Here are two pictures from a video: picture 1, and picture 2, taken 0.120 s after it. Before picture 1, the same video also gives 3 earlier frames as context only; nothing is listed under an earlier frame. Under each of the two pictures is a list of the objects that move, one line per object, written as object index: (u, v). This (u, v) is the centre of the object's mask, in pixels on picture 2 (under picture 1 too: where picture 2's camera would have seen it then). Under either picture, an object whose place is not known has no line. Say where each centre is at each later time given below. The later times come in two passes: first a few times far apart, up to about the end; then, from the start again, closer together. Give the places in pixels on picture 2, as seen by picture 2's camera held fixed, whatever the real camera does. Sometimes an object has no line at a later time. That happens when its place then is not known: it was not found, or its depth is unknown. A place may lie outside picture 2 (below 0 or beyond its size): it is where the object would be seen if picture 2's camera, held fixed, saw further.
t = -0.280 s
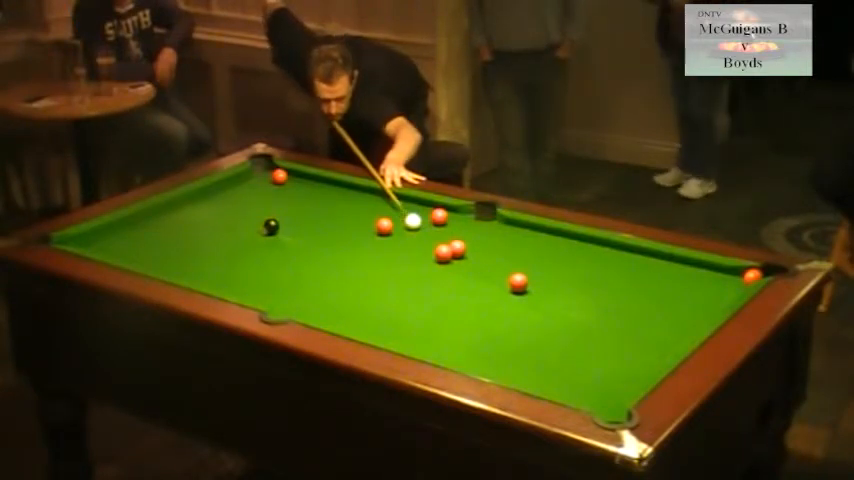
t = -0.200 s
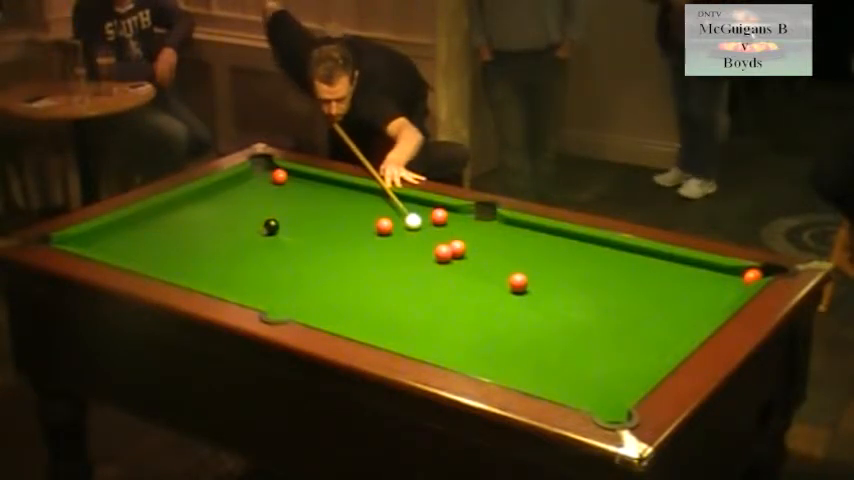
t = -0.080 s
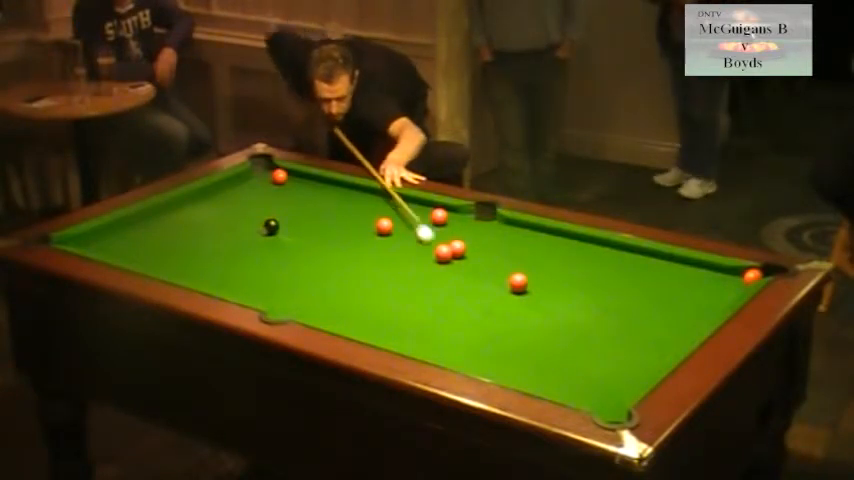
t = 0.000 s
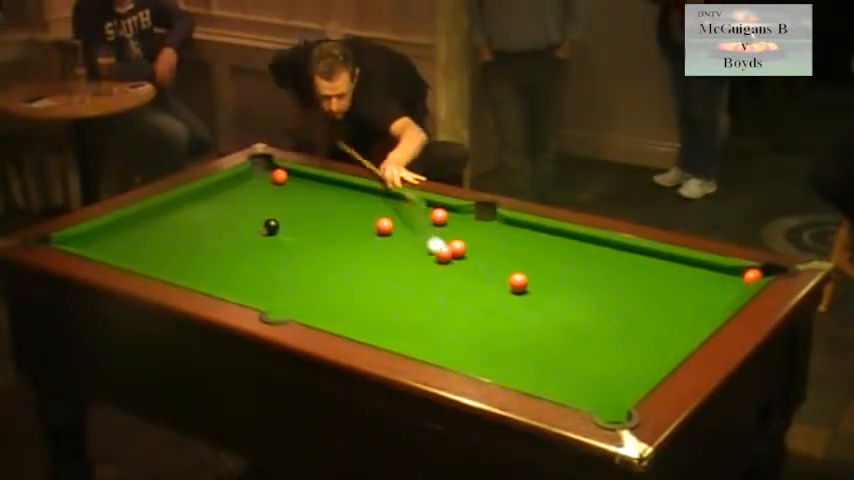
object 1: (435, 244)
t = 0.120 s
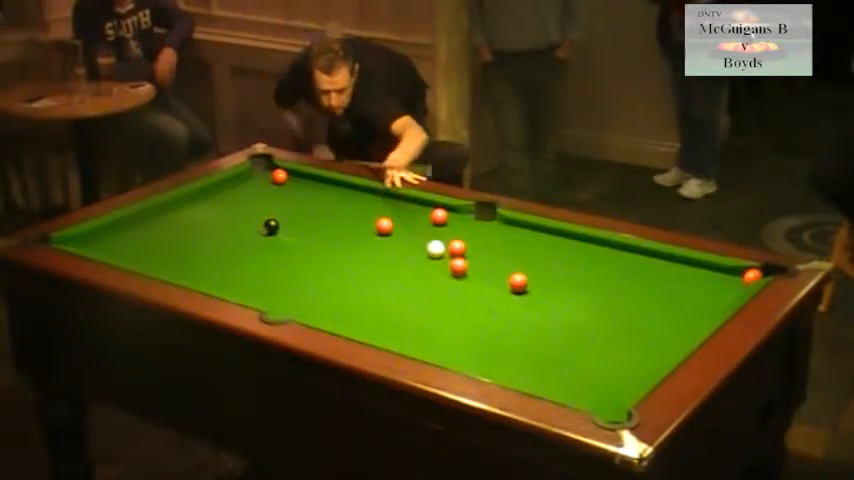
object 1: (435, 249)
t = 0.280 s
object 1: (437, 253)
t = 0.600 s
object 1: (439, 263)
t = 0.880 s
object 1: (441, 269)
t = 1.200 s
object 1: (442, 275)
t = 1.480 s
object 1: (443, 279)
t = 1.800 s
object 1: (444, 283)
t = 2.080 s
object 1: (444, 285)
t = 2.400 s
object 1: (445, 285)
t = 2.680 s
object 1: (445, 285)
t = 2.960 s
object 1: (445, 285)
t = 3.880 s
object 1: (445, 284)
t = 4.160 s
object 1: (445, 285)
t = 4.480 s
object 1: (445, 285)
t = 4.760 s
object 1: (445, 284)
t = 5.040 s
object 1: (445, 285)
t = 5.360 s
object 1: (445, 285)
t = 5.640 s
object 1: (444, 284)
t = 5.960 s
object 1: (444, 284)
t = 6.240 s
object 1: (444, 284)
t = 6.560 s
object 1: (444, 285)
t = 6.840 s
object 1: (444, 284)
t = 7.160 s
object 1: (444, 285)
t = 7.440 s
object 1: (444, 284)
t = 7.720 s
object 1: (444, 284)
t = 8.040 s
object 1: (444, 285)
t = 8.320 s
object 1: (444, 284)
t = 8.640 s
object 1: (444, 285)
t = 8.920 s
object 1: (444, 284)
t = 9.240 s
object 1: (444, 285)
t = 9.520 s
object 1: (444, 285)
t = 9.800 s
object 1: (444, 285)
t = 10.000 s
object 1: (444, 285)
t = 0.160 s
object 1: (436, 250)
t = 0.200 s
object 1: (436, 251)
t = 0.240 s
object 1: (436, 252)
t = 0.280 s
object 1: (437, 253)
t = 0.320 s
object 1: (437, 255)
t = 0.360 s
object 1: (437, 256)
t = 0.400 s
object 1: (438, 257)
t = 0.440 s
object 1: (438, 258)
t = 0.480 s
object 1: (438, 259)
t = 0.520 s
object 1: (439, 261)
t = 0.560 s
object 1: (439, 262)
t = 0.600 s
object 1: (439, 263)
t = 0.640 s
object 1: (440, 264)
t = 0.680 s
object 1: (440, 264)
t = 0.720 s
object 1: (440, 266)
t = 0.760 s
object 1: (440, 267)
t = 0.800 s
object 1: (440, 268)
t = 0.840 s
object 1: (440, 268)
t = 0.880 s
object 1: (441, 269)
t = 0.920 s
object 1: (441, 270)
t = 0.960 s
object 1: (441, 271)
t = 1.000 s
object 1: (441, 272)
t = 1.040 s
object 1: (442, 272)
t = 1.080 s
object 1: (442, 273)
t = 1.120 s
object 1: (442, 274)
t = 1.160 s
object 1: (442, 275)
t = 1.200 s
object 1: (442, 275)
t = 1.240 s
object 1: (443, 276)
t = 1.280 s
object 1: (443, 276)
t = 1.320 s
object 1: (443, 277)
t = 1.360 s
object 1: (443, 277)
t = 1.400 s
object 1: (443, 278)
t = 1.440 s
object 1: (443, 279)
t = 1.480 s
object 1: (443, 279)
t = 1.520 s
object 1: (443, 279)
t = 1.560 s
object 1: (443, 280)
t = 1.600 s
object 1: (443, 280)
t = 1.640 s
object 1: (444, 281)
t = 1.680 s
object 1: (444, 282)
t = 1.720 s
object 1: (444, 282)
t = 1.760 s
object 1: (444, 282)
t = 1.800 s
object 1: (444, 283)
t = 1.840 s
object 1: (444, 283)
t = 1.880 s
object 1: (444, 283)
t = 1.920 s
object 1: (444, 284)
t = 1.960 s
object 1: (444, 284)
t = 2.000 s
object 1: (444, 284)
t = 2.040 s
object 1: (444, 284)
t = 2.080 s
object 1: (444, 285)
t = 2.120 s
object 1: (444, 285)
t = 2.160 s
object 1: (444, 285)
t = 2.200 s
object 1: (444, 285)
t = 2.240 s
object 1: (444, 285)
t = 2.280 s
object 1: (444, 285)
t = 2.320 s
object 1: (444, 285)
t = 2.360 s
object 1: (444, 285)
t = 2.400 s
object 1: (445, 285)
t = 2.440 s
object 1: (445, 285)
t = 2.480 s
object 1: (445, 285)
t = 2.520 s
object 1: (445, 285)
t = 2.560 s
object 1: (445, 285)
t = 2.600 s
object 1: (445, 285)
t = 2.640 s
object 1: (445, 285)
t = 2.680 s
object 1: (445, 285)
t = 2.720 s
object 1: (445, 285)
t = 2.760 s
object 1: (445, 285)
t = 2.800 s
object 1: (445, 285)
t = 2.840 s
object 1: (445, 285)
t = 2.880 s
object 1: (445, 285)
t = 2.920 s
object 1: (445, 285)
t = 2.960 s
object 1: (445, 285)
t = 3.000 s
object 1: (445, 285)
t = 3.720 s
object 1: (445, 284)
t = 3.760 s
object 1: (445, 284)
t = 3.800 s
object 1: (445, 284)
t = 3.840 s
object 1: (445, 285)
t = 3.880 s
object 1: (445, 284)
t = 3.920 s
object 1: (445, 285)
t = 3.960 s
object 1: (445, 284)
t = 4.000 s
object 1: (445, 285)
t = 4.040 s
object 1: (445, 285)
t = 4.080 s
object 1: (445, 285)
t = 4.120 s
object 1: (445, 285)
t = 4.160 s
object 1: (445, 285)
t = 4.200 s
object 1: (445, 285)
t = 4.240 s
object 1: (445, 285)
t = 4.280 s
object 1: (445, 285)
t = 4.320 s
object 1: (445, 285)
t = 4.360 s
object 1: (445, 285)
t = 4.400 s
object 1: (445, 285)
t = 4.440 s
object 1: (445, 285)
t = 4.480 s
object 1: (445, 285)
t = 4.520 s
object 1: (445, 285)
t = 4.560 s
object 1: (445, 285)
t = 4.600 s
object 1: (445, 285)
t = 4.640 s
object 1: (445, 285)
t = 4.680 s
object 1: (445, 285)
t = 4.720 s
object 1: (445, 285)
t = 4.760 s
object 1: (445, 284)
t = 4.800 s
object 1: (445, 285)
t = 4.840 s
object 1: (445, 285)
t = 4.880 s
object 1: (445, 285)
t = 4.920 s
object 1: (445, 285)
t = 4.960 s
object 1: (445, 285)
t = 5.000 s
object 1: (445, 284)
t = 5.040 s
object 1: (445, 285)
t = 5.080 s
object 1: (445, 285)
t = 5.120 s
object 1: (445, 285)
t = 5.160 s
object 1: (445, 285)
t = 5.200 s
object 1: (445, 285)
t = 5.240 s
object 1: (445, 284)
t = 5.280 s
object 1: (445, 285)
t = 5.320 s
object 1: (445, 285)
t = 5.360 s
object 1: (445, 285)
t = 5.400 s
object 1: (445, 284)
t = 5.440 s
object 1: (445, 284)
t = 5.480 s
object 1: (445, 285)
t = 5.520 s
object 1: (445, 285)
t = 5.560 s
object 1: (445, 285)
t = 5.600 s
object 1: (444, 285)
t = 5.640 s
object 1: (444, 284)
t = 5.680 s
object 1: (444, 284)
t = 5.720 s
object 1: (444, 284)
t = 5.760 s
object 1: (444, 284)
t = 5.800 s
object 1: (444, 284)
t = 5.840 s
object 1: (444, 285)
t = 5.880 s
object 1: (444, 284)
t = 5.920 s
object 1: (444, 285)
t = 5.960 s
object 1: (444, 284)
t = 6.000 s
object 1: (444, 284)
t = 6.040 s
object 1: (444, 285)
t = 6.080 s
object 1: (445, 284)
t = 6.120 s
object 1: (445, 285)
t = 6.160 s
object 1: (445, 284)
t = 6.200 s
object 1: (444, 284)
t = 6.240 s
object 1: (444, 284)
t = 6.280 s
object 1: (444, 284)
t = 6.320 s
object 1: (445, 285)
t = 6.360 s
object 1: (444, 284)
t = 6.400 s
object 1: (444, 284)
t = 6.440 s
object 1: (444, 285)
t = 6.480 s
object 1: (444, 284)
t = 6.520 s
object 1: (444, 284)
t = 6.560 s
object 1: (444, 285)
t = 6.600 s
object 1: (444, 284)
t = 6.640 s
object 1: (444, 284)
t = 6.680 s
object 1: (444, 284)
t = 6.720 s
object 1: (444, 284)
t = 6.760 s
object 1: (444, 284)
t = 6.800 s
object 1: (444, 285)
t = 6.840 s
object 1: (444, 284)
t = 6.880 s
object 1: (444, 284)
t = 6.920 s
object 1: (444, 285)
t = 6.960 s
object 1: (444, 284)
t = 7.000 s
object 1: (444, 284)
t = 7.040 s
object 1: (444, 284)
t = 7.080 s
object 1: (444, 284)
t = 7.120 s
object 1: (444, 284)
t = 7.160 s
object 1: (444, 285)
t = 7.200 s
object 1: (444, 284)
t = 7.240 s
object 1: (444, 284)
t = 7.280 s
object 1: (444, 285)
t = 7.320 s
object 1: (444, 284)
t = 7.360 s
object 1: (444, 285)
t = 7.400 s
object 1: (444, 284)
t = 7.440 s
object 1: (444, 284)
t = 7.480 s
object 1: (444, 285)
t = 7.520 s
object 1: (444, 284)
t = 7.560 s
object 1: (444, 285)
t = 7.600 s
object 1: (444, 284)
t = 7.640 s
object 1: (444, 284)
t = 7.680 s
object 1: (444, 285)
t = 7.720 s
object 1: (444, 284)
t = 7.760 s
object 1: (444, 285)
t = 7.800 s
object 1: (444, 284)
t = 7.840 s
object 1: (444, 284)
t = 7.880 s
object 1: (444, 285)
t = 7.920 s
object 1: (444, 284)
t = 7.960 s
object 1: (444, 285)
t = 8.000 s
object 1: (444, 284)
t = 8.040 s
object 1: (444, 285)
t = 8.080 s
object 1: (444, 284)
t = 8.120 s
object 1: (444, 285)
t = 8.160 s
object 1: (444, 284)
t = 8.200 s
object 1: (444, 284)
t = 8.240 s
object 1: (444, 284)
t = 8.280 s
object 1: (444, 284)
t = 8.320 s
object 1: (444, 284)
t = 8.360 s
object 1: (444, 284)
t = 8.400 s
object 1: (444, 285)
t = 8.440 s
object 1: (444, 285)
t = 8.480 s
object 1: (444, 285)
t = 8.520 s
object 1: (444, 285)
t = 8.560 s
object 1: (444, 285)
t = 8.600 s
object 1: (444, 285)
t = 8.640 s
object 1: (444, 285)
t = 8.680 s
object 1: (444, 285)
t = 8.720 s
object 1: (444, 285)
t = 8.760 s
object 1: (444, 285)
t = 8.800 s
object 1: (444, 285)
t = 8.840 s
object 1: (444, 285)
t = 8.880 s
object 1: (444, 285)
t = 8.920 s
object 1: (444, 284)
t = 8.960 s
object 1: (444, 285)
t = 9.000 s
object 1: (444, 285)
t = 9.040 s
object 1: (444, 285)
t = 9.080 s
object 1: (444, 285)
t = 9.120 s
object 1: (444, 285)
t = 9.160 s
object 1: (444, 285)
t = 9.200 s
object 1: (444, 285)
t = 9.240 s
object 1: (444, 285)
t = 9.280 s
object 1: (444, 285)
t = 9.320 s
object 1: (444, 285)
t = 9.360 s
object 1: (444, 285)
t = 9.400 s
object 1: (444, 285)
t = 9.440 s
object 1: (444, 285)
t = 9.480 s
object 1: (444, 285)
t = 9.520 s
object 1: (444, 285)
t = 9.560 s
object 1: (444, 285)
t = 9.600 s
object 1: (444, 285)
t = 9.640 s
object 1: (444, 285)
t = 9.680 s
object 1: (444, 285)
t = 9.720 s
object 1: (444, 284)
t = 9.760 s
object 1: (444, 284)
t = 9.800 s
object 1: (444, 285)
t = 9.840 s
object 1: (444, 285)
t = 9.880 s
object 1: (444, 285)
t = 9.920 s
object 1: (444, 285)
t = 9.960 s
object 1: (444, 285)
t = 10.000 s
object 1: (444, 285)
